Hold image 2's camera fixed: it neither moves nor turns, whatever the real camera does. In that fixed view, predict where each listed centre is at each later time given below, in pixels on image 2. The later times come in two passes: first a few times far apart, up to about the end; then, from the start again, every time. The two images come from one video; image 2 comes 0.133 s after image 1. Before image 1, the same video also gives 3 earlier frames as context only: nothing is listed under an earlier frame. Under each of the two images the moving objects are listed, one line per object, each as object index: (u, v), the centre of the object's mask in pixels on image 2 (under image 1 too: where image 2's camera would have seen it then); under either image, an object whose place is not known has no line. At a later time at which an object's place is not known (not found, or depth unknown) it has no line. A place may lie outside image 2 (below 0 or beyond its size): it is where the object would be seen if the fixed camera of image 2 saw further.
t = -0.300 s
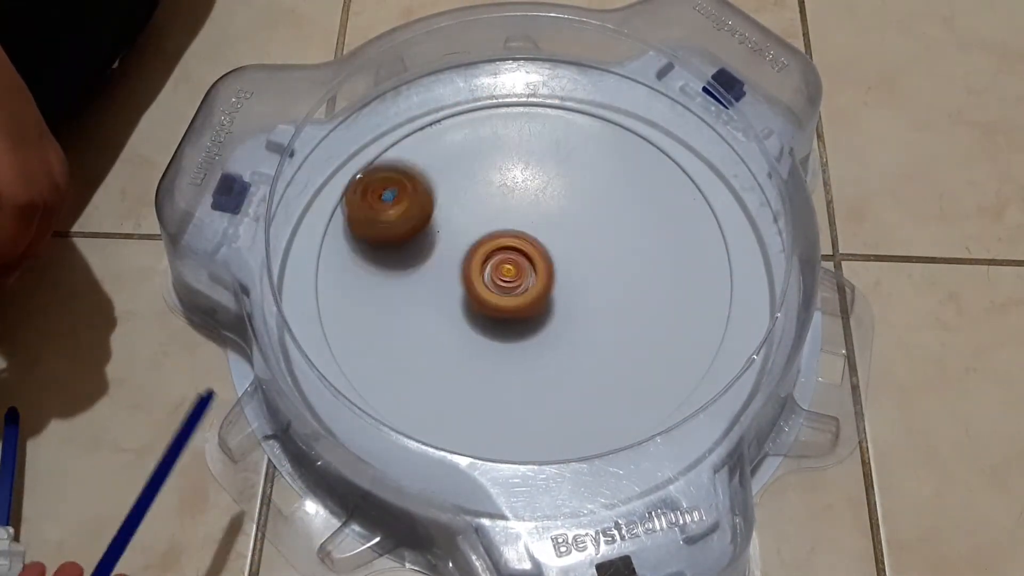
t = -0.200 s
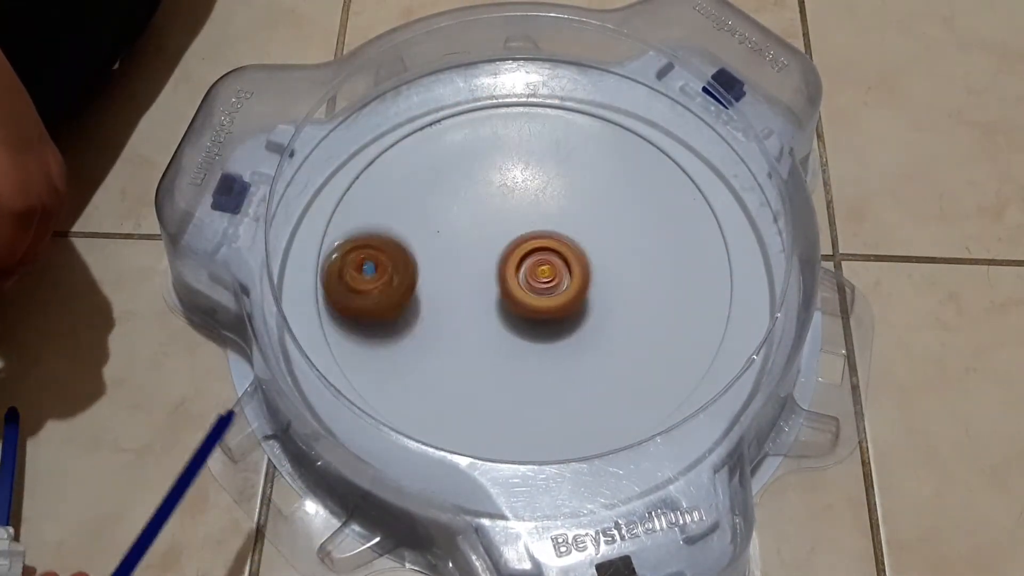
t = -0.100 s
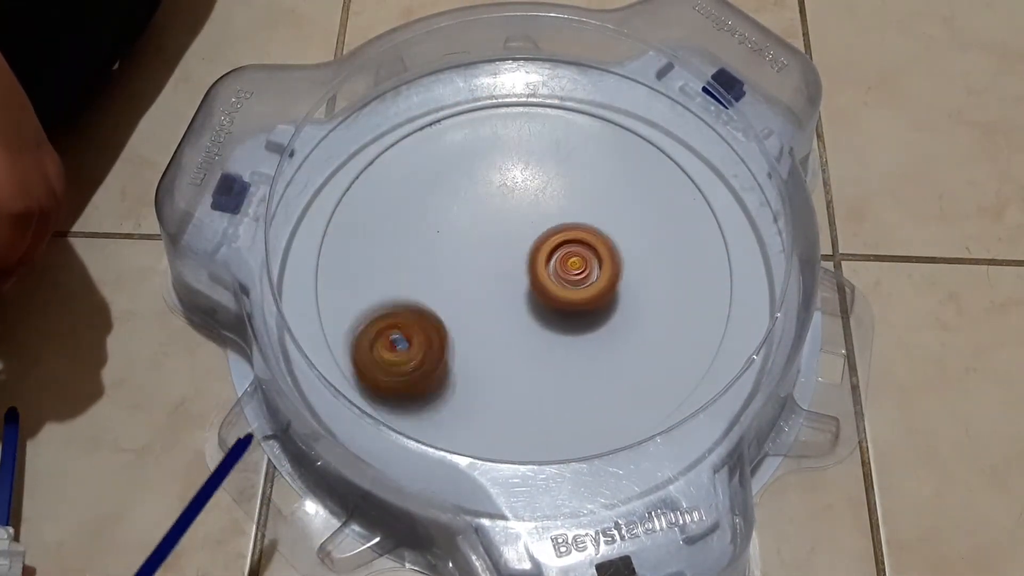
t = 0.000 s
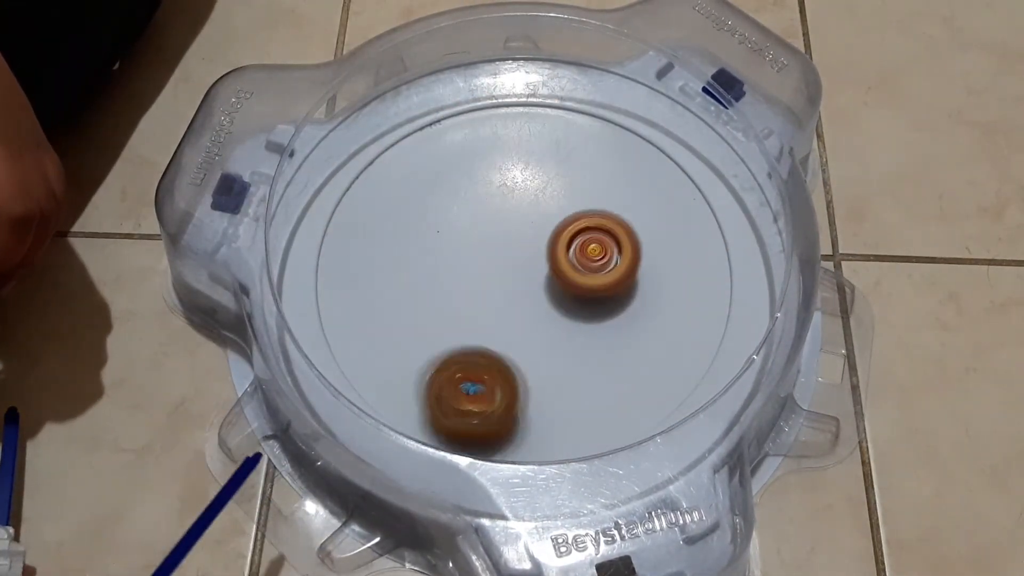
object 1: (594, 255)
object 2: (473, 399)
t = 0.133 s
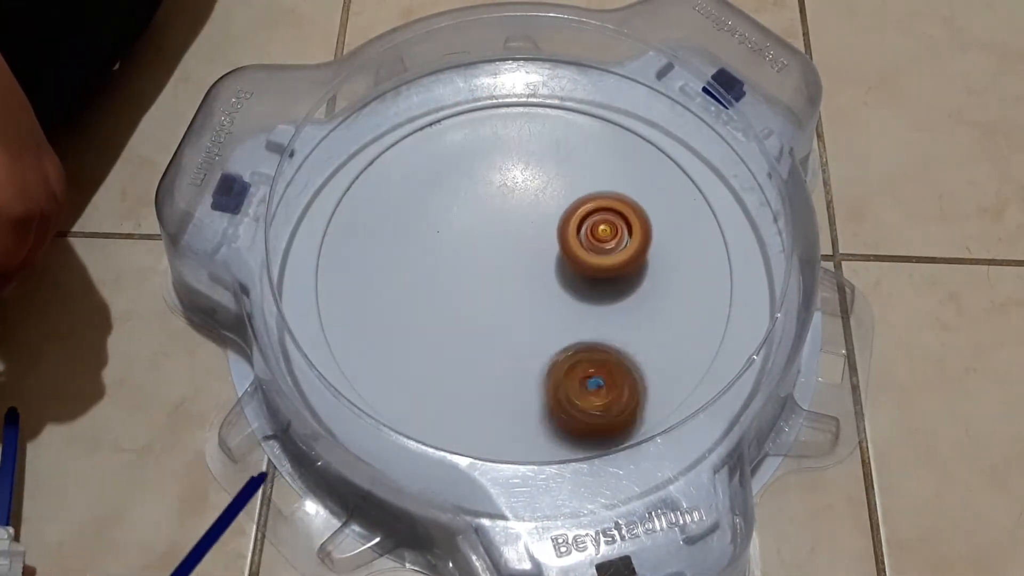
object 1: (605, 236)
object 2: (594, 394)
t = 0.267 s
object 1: (599, 220)
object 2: (669, 317)
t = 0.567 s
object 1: (458, 198)
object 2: (641, 163)
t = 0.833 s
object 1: (403, 302)
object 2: (462, 211)
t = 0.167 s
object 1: (605, 231)
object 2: (619, 378)
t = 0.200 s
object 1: (604, 227)
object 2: (640, 360)
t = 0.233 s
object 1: (602, 223)
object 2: (657, 339)
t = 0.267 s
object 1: (599, 220)
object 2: (669, 317)
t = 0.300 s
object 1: (595, 218)
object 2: (677, 291)
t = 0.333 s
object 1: (591, 217)
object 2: (677, 267)
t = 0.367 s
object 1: (577, 211)
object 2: (680, 247)
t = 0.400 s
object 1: (553, 201)
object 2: (688, 234)
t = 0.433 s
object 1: (529, 193)
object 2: (689, 220)
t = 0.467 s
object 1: (507, 189)
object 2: (685, 205)
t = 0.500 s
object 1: (489, 189)
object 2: (676, 190)
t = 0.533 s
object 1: (472, 192)
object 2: (661, 176)
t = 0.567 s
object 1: (458, 198)
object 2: (641, 163)
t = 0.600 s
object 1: (447, 206)
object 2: (617, 155)
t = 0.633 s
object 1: (437, 217)
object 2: (592, 151)
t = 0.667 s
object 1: (430, 227)
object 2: (564, 153)
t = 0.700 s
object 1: (426, 238)
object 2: (537, 160)
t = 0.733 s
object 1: (422, 250)
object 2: (510, 171)
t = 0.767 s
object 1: (421, 261)
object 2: (487, 185)
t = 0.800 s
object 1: (420, 273)
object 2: (467, 202)
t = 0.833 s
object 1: (403, 302)
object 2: (462, 211)
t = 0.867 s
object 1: (388, 330)
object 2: (462, 219)
